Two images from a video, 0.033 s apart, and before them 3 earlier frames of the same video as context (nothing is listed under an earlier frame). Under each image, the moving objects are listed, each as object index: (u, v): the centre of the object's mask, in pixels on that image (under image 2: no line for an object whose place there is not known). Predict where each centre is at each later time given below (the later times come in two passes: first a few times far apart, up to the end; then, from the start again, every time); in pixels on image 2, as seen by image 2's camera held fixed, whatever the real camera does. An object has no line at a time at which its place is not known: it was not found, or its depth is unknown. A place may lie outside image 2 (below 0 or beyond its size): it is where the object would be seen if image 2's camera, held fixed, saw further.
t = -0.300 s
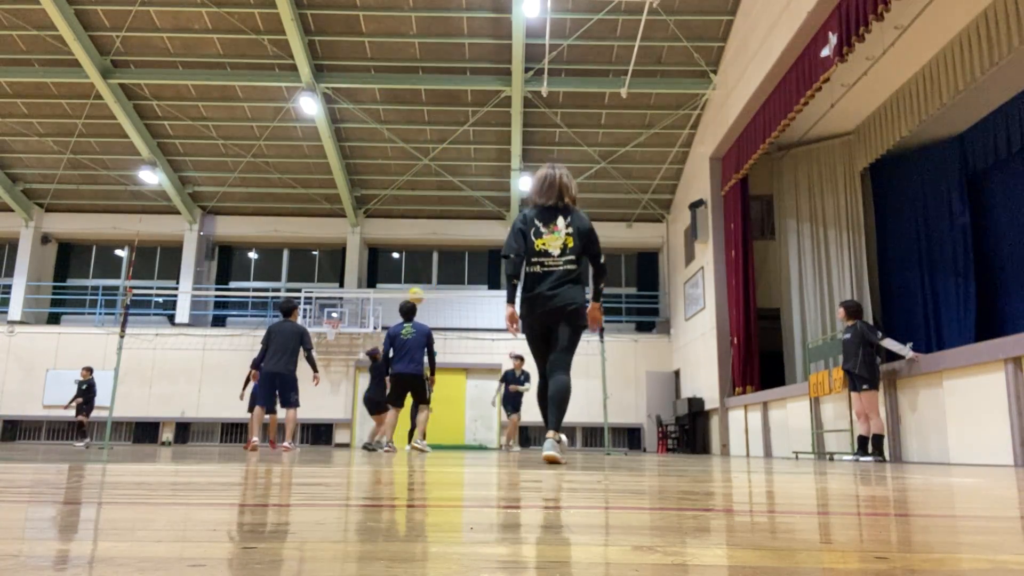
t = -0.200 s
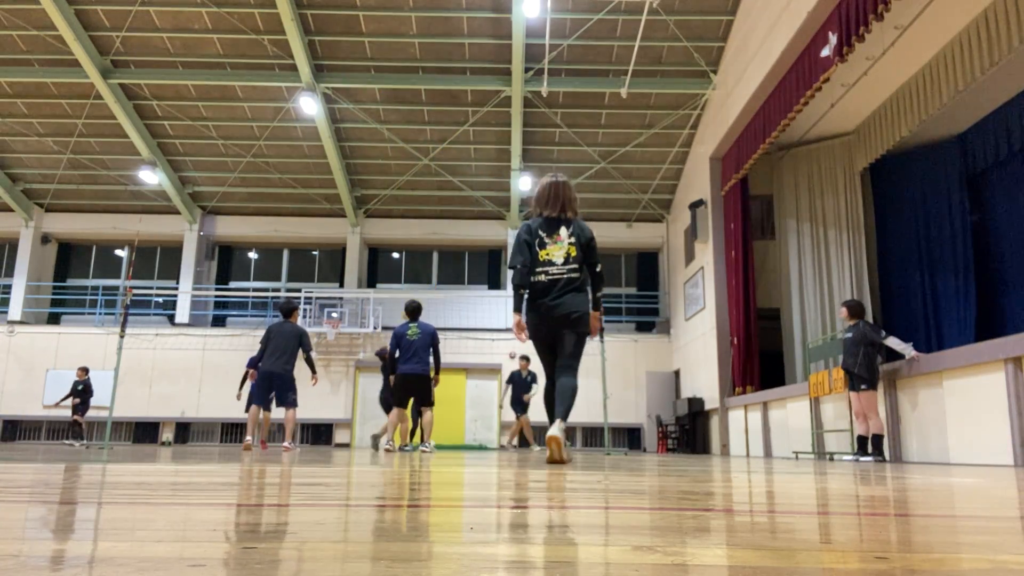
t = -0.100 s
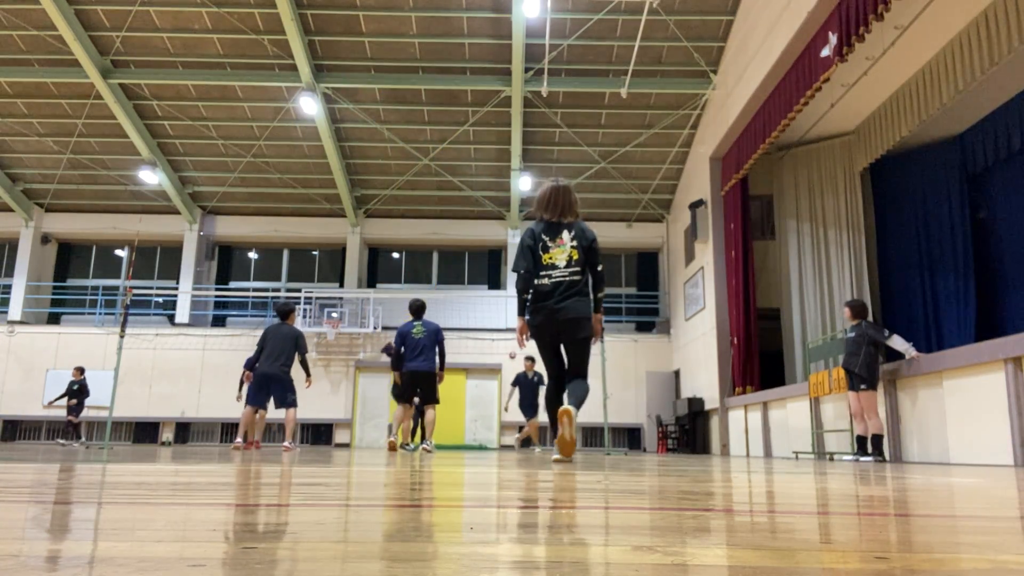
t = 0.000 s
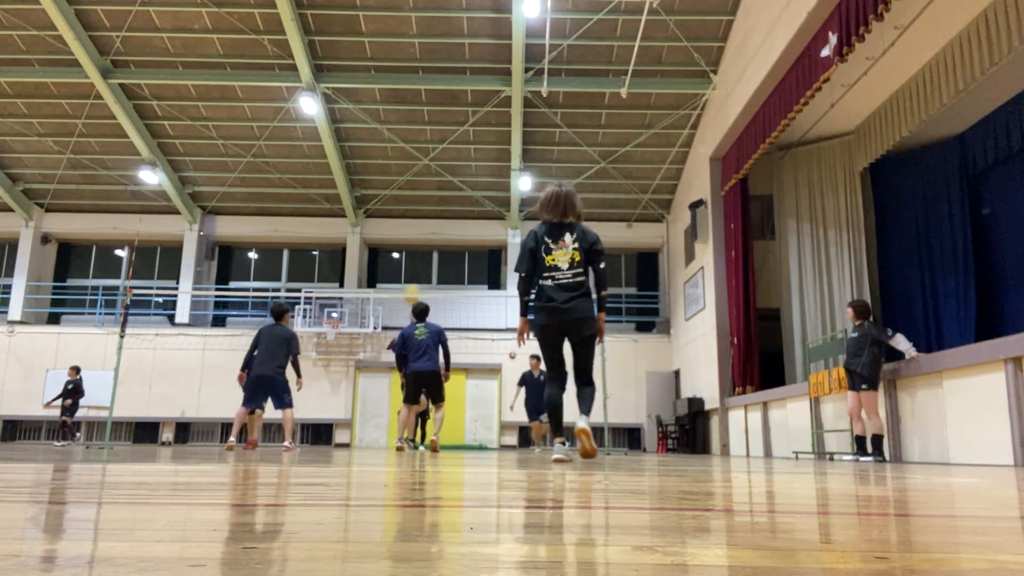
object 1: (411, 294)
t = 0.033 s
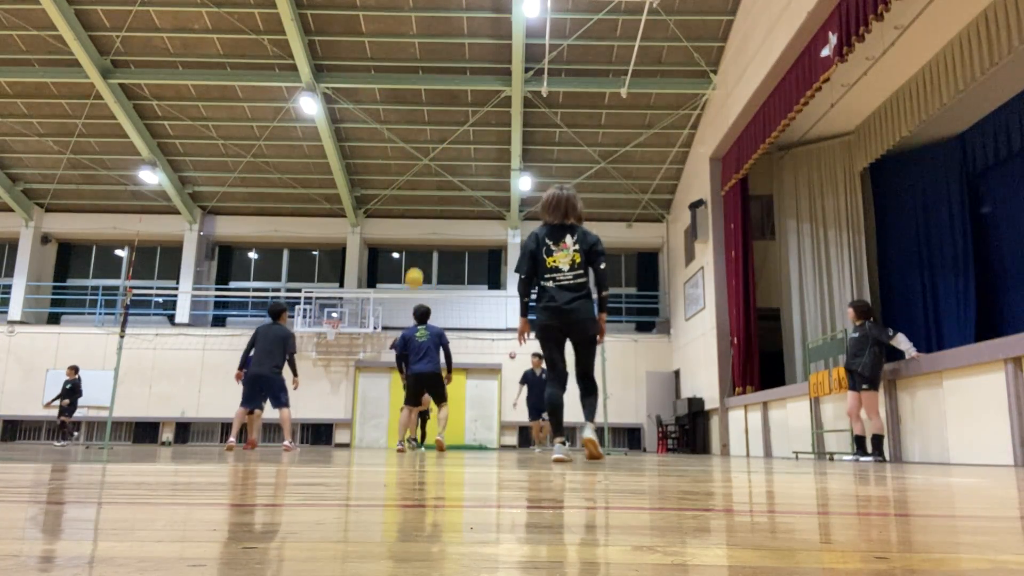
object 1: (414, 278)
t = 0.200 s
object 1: (425, 208)
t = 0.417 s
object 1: (435, 146)
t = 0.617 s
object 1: (443, 118)
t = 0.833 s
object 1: (451, 114)
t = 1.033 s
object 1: (457, 138)
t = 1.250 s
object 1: (463, 194)
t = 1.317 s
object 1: (464, 216)
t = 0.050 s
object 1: (415, 271)
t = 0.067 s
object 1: (416, 264)
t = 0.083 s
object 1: (417, 256)
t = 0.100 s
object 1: (418, 248)
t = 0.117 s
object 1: (419, 241)
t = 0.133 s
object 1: (421, 234)
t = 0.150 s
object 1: (422, 226)
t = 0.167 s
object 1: (423, 220)
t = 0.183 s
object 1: (423, 213)
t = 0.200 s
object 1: (425, 208)
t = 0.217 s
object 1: (425, 202)
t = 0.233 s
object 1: (426, 196)
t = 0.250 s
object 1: (427, 191)
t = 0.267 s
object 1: (428, 185)
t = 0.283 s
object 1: (429, 180)
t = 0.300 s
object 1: (430, 175)
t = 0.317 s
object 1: (431, 170)
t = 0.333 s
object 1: (431, 166)
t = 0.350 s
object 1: (432, 162)
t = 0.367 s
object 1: (433, 157)
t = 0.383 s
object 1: (434, 153)
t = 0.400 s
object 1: (434, 150)
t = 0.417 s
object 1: (435, 146)
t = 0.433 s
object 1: (436, 143)
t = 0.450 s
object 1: (437, 139)
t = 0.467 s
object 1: (437, 136)
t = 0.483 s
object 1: (438, 134)
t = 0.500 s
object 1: (439, 131)
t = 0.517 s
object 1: (439, 129)
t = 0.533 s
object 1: (440, 126)
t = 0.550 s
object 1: (441, 124)
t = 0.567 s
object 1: (441, 122)
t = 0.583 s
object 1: (442, 120)
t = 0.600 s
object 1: (443, 119)
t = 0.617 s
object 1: (443, 118)
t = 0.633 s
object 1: (444, 116)
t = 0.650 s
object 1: (445, 115)
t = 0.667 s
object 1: (445, 114)
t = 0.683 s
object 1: (446, 113)
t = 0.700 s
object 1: (446, 112)
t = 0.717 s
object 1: (447, 112)
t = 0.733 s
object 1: (447, 112)
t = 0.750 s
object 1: (448, 112)
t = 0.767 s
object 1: (449, 112)
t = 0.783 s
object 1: (449, 112)
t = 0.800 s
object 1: (450, 113)
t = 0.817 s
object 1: (450, 113)
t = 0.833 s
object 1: (451, 114)
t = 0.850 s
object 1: (451, 115)
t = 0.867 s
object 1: (452, 116)
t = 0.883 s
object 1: (453, 118)
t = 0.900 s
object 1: (453, 119)
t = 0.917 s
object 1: (454, 121)
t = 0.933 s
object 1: (454, 123)
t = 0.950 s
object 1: (455, 125)
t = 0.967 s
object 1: (455, 127)
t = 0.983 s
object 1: (455, 130)
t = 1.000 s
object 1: (456, 132)
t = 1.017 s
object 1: (457, 135)
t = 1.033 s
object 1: (457, 138)
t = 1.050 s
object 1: (458, 141)
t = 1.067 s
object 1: (458, 144)
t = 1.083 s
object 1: (458, 148)
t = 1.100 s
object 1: (459, 152)
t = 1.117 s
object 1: (459, 156)
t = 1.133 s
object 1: (460, 160)
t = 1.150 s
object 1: (460, 164)
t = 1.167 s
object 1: (461, 169)
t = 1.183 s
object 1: (461, 173)
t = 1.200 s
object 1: (462, 178)
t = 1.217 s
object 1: (462, 183)
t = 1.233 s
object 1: (462, 188)
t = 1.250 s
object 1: (463, 194)
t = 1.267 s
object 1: (463, 199)
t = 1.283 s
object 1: (463, 205)
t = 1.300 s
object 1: (464, 210)
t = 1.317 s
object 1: (464, 216)
